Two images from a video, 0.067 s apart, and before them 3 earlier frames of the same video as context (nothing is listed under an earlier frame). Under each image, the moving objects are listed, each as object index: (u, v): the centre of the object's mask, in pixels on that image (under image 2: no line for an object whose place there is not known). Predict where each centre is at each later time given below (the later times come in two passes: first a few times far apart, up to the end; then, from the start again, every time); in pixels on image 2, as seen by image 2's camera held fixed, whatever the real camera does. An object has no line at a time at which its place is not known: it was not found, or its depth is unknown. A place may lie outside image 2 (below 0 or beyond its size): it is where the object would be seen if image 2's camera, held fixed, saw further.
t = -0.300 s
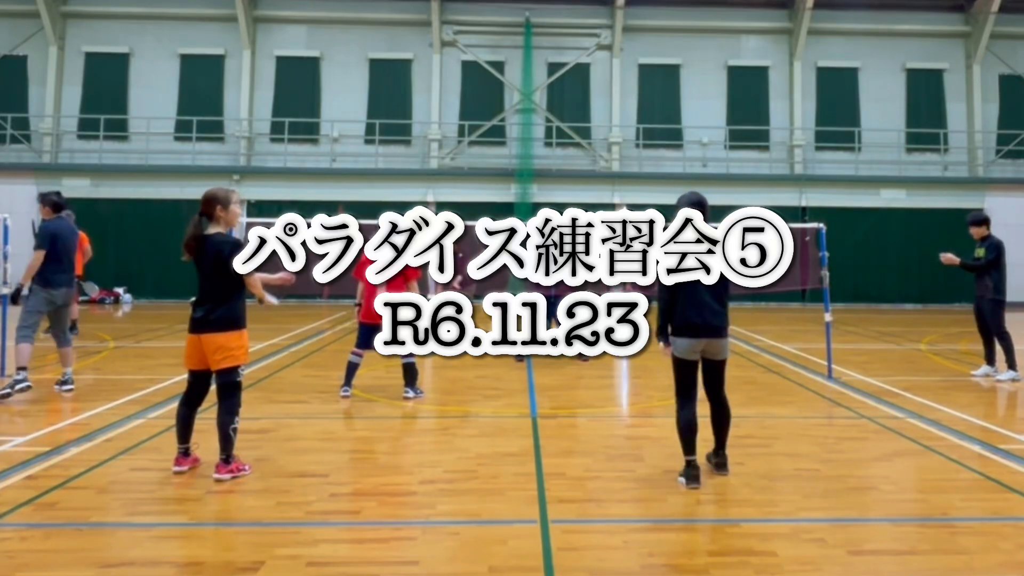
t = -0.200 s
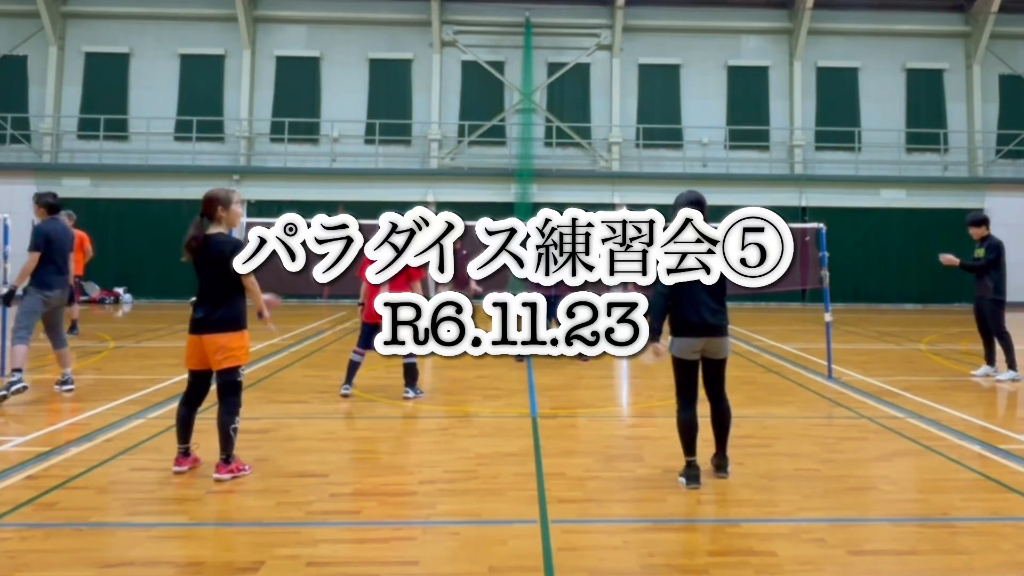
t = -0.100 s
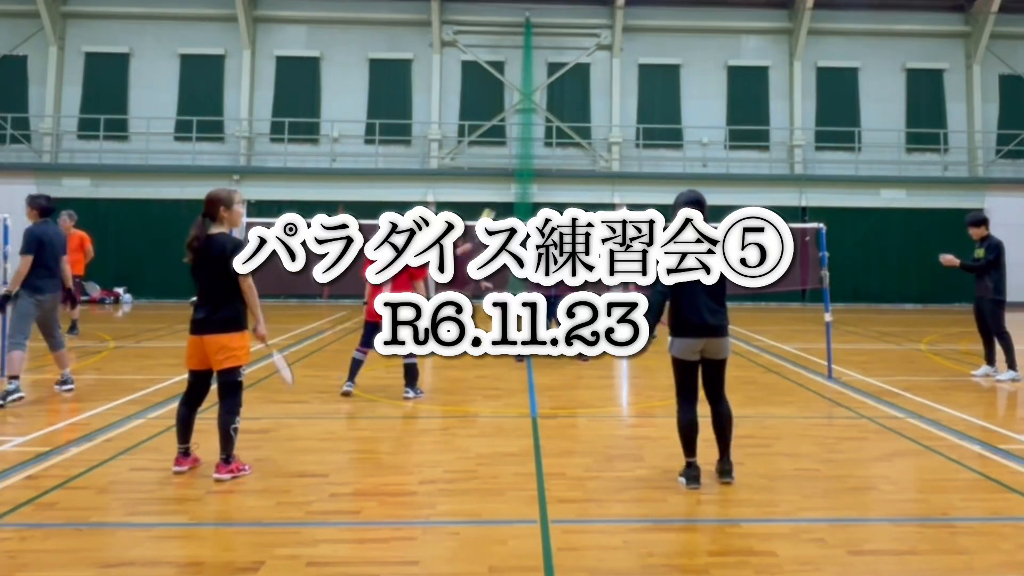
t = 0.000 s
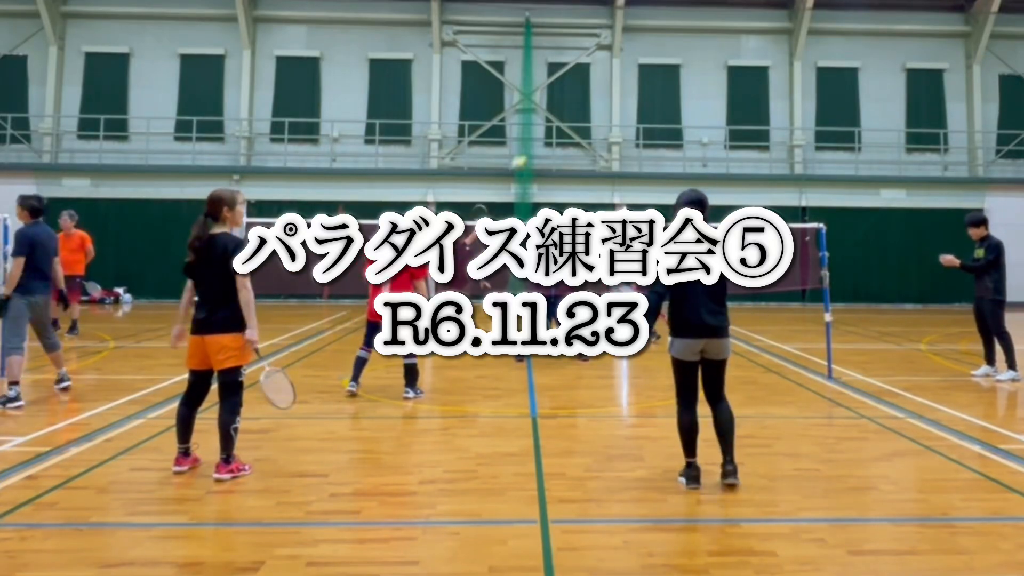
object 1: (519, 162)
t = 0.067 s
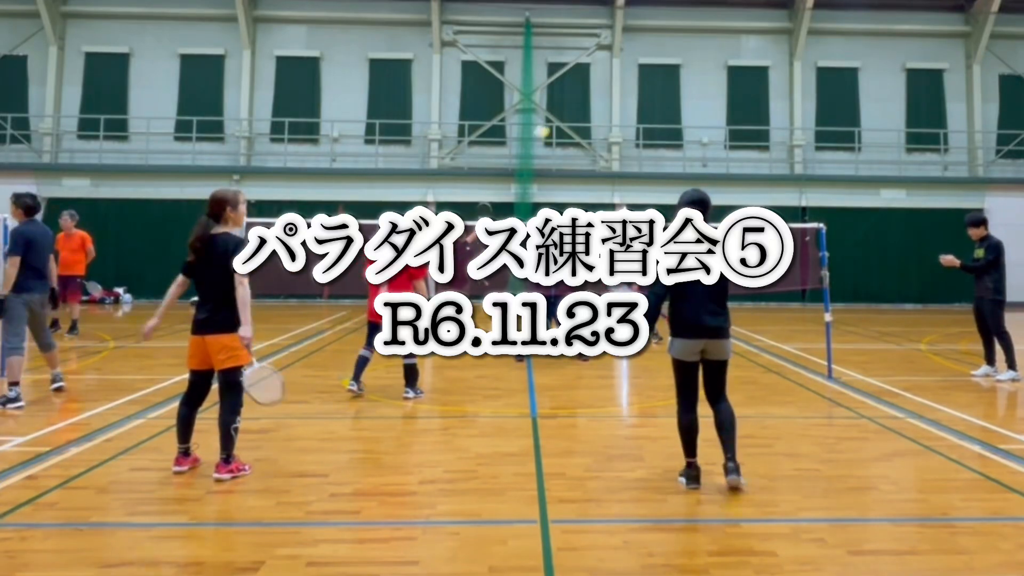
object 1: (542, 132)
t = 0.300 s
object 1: (619, 68)
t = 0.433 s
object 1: (662, 56)
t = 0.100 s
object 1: (553, 119)
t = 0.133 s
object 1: (564, 109)
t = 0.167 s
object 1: (576, 100)
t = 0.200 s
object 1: (587, 90)
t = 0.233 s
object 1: (598, 82)
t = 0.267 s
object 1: (609, 75)
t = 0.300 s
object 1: (619, 68)
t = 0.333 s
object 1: (630, 64)
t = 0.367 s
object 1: (640, 61)
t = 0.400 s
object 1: (650, 58)
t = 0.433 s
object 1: (662, 56)
